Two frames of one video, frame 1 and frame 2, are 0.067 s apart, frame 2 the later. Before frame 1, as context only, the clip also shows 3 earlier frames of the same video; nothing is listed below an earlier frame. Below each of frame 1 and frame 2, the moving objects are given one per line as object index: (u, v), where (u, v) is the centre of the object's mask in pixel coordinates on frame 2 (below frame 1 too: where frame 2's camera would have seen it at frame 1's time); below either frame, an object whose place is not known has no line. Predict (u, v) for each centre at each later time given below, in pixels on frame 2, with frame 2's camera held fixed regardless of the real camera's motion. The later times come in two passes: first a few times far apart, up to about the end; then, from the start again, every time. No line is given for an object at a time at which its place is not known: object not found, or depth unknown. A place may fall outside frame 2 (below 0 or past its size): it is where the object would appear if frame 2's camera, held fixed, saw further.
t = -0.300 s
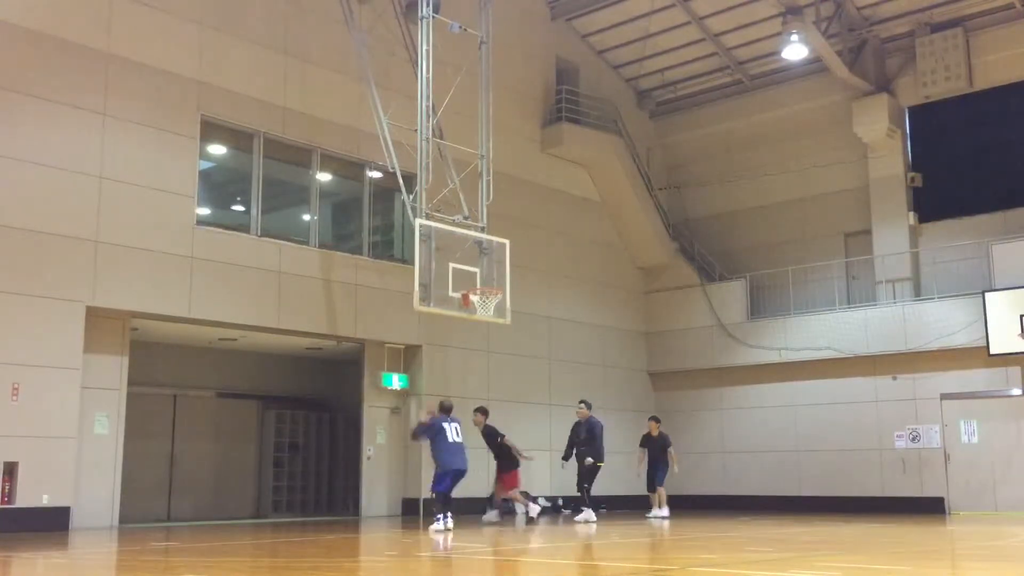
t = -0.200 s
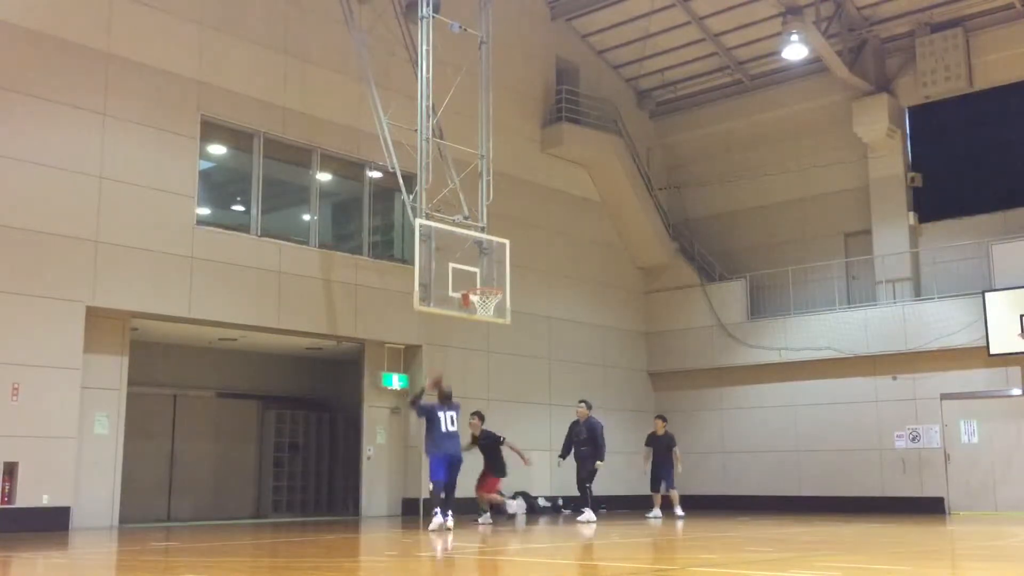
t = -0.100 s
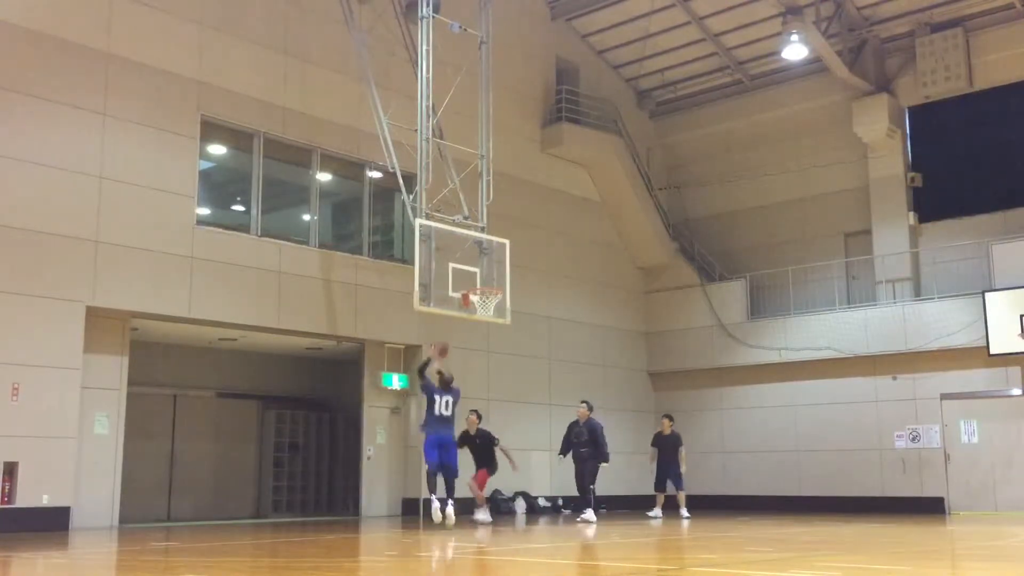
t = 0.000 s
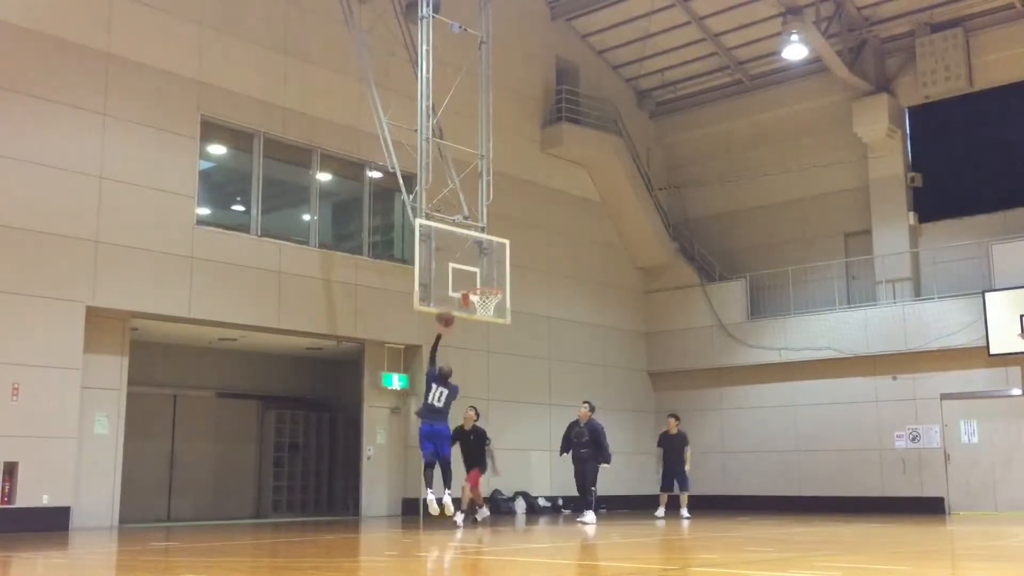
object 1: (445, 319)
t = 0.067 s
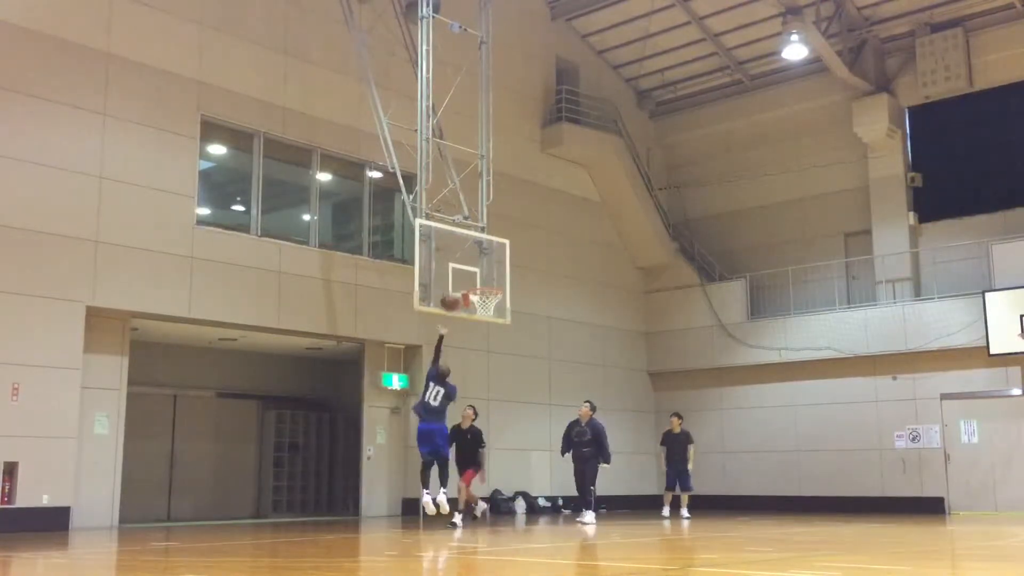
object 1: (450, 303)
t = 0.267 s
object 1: (460, 275)
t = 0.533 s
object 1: (489, 290)
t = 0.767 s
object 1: (487, 317)
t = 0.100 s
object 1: (451, 297)
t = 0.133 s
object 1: (453, 290)
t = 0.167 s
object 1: (455, 286)
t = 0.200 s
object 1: (457, 281)
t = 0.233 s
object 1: (459, 279)
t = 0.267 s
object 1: (460, 275)
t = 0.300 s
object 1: (464, 275)
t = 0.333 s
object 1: (467, 274)
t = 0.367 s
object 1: (470, 275)
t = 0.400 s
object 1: (474, 276)
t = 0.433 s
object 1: (477, 278)
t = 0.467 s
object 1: (481, 280)
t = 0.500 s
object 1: (485, 283)
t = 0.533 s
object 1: (489, 290)
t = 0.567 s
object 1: (490, 295)
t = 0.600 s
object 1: (494, 296)
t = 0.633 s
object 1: (492, 301)
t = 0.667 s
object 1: (491, 311)
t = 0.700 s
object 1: (490, 313)
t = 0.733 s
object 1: (488, 314)
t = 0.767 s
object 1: (487, 317)
